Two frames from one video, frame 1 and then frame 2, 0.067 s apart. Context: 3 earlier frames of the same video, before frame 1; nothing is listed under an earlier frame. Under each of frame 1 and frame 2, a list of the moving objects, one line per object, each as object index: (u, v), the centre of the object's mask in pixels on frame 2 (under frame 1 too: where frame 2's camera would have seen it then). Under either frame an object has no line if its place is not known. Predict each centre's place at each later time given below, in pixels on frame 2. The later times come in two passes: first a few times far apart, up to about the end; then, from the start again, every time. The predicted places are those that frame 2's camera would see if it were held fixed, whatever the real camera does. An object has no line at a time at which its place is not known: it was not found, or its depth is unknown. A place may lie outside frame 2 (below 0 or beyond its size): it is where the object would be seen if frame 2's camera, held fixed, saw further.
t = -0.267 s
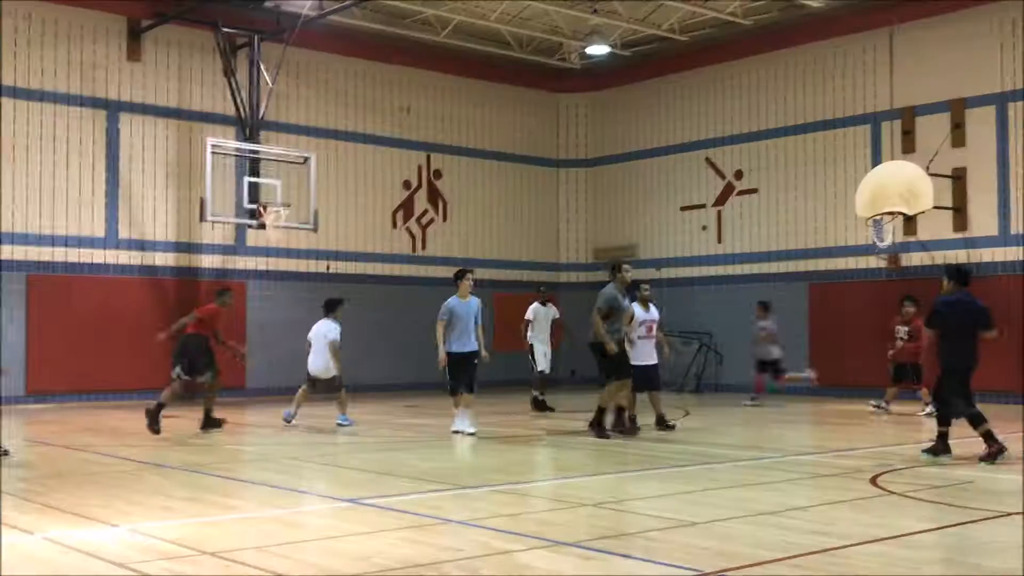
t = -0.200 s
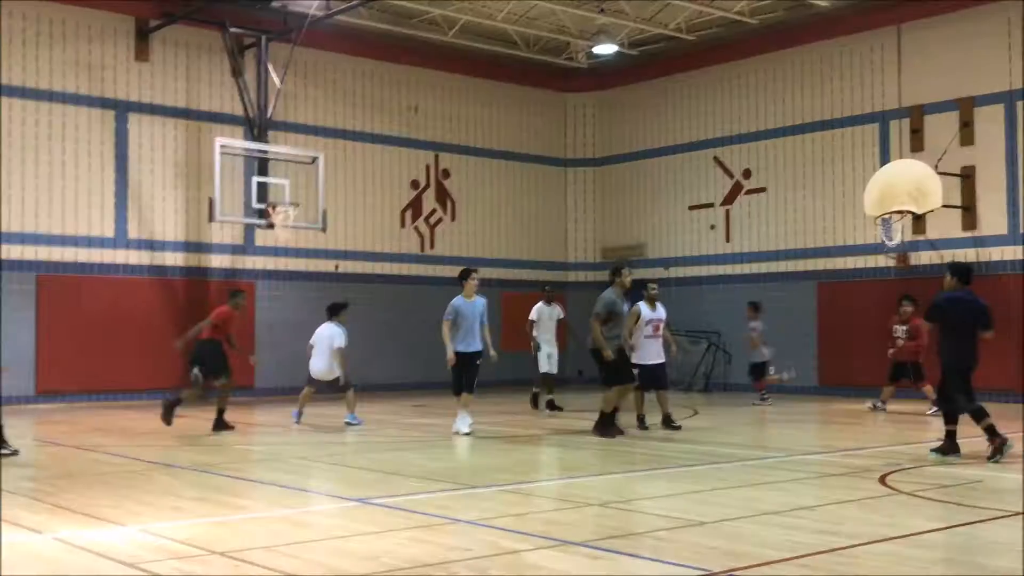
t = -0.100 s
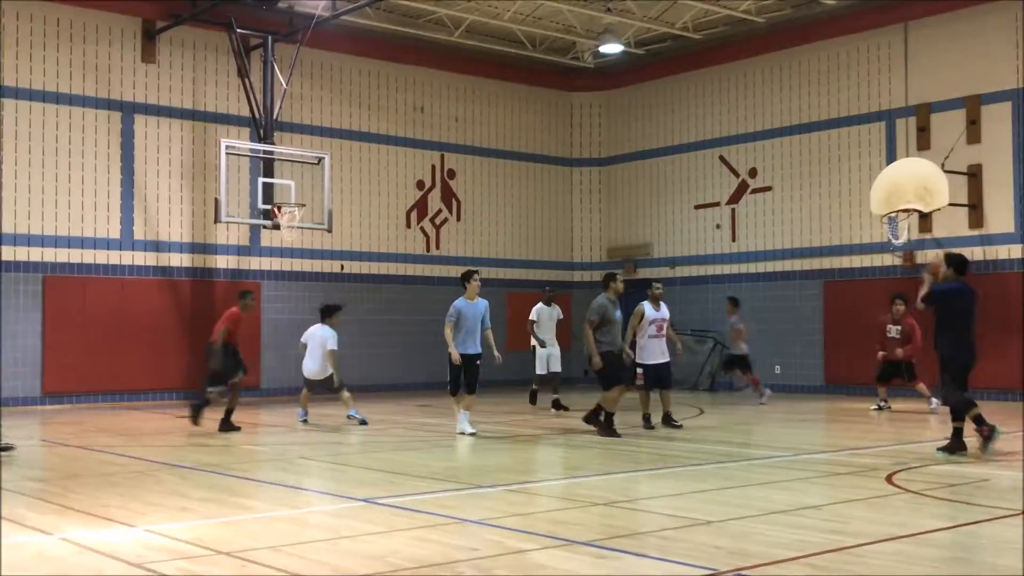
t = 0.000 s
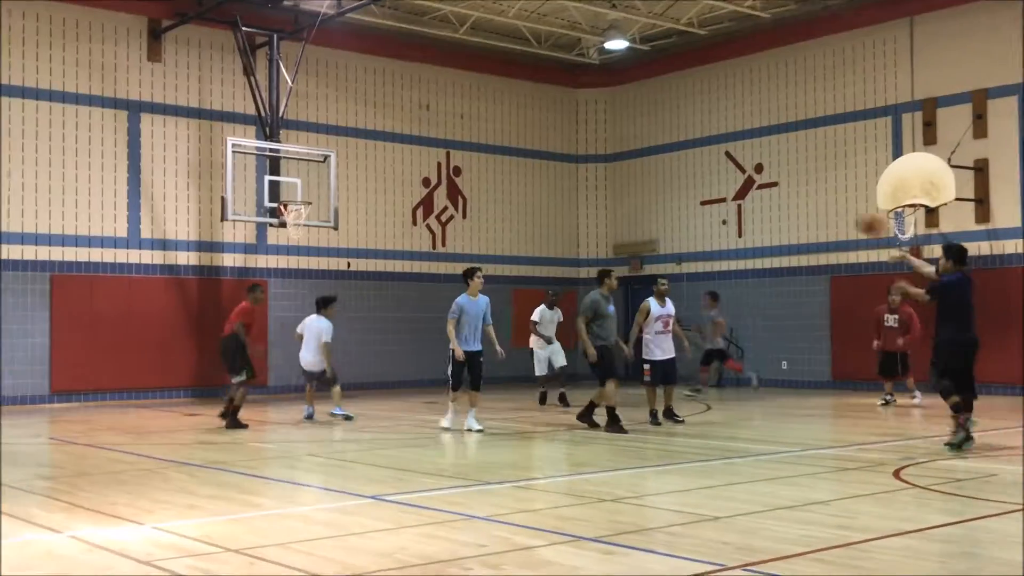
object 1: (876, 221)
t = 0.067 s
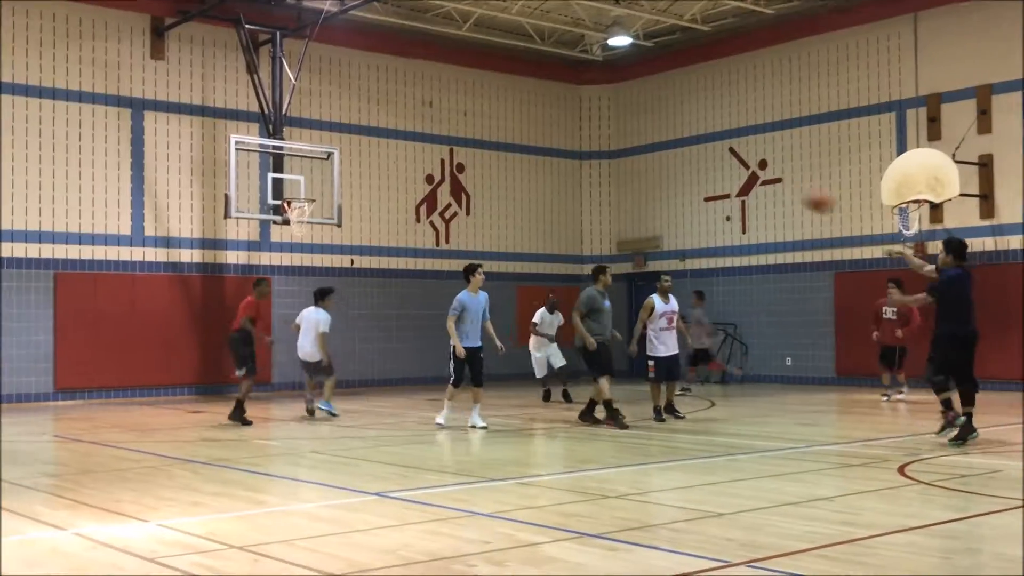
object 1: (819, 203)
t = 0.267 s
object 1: (677, 179)
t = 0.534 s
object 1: (533, 196)
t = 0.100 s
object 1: (793, 196)
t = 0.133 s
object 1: (768, 189)
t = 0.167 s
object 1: (743, 184)
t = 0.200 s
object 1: (720, 182)
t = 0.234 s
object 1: (698, 179)
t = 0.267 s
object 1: (677, 179)
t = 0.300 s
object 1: (658, 178)
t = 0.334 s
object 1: (636, 179)
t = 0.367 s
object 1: (618, 179)
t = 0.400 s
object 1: (601, 180)
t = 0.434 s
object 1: (582, 184)
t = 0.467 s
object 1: (565, 187)
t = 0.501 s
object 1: (548, 190)
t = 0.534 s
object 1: (533, 196)
